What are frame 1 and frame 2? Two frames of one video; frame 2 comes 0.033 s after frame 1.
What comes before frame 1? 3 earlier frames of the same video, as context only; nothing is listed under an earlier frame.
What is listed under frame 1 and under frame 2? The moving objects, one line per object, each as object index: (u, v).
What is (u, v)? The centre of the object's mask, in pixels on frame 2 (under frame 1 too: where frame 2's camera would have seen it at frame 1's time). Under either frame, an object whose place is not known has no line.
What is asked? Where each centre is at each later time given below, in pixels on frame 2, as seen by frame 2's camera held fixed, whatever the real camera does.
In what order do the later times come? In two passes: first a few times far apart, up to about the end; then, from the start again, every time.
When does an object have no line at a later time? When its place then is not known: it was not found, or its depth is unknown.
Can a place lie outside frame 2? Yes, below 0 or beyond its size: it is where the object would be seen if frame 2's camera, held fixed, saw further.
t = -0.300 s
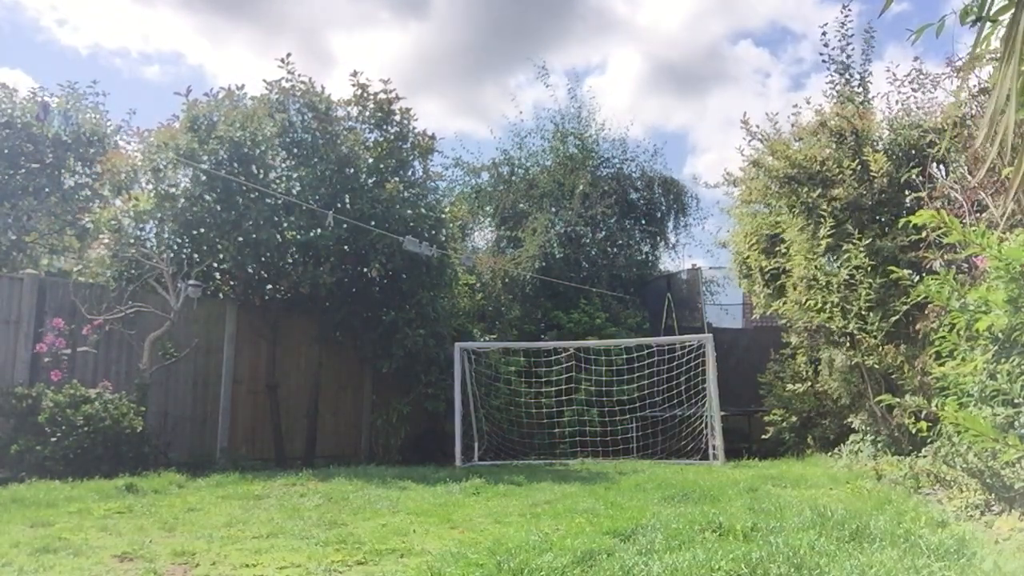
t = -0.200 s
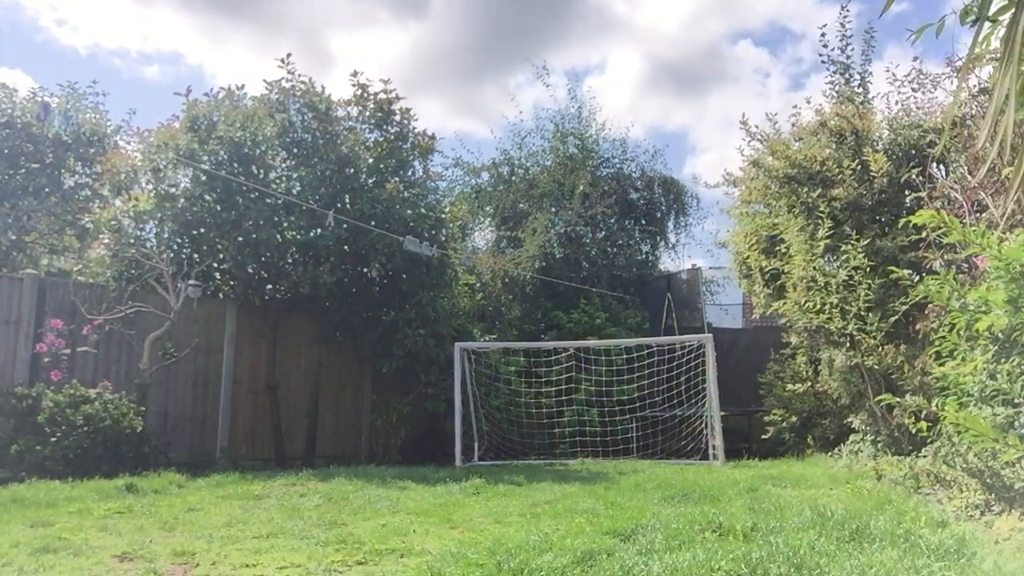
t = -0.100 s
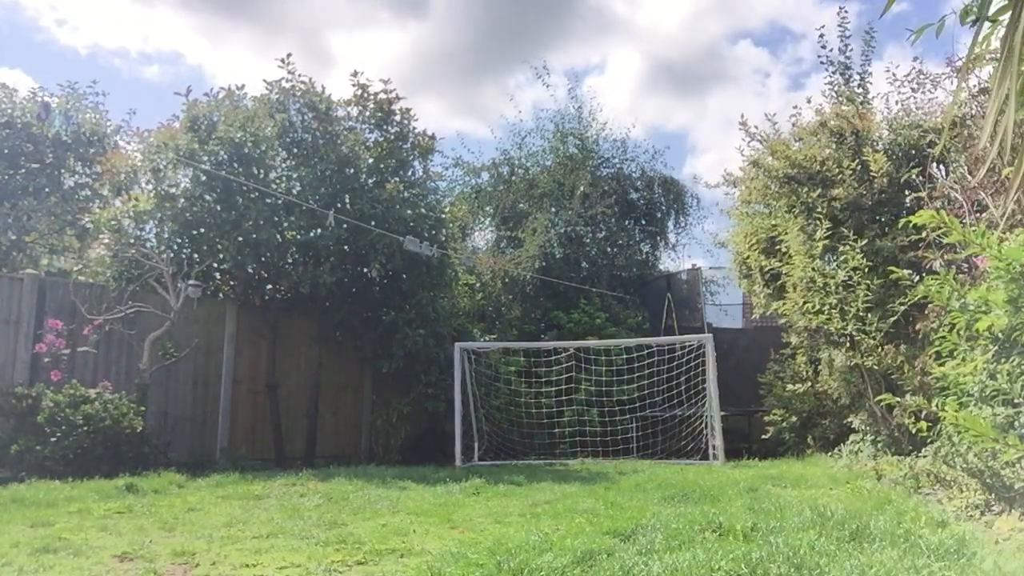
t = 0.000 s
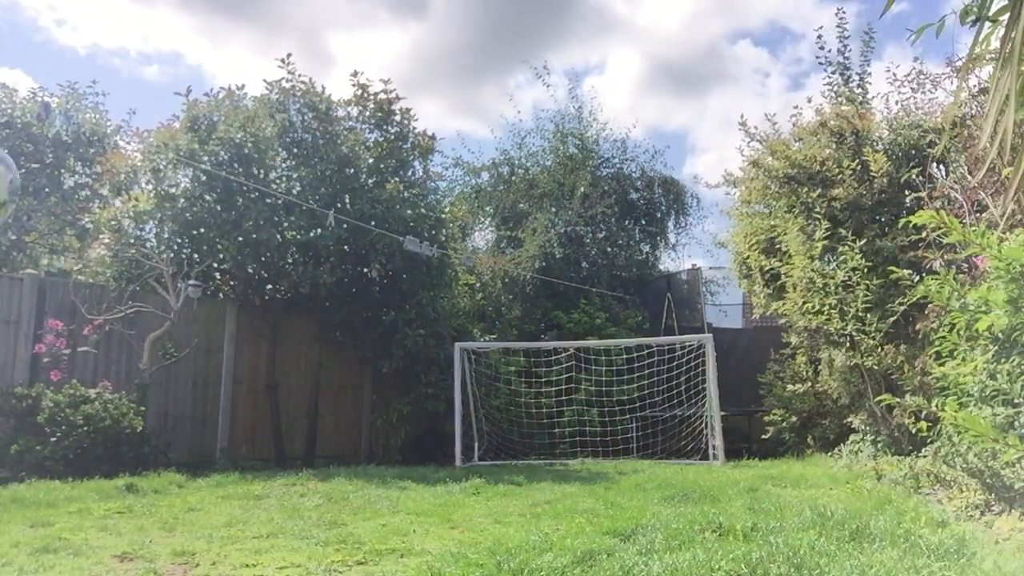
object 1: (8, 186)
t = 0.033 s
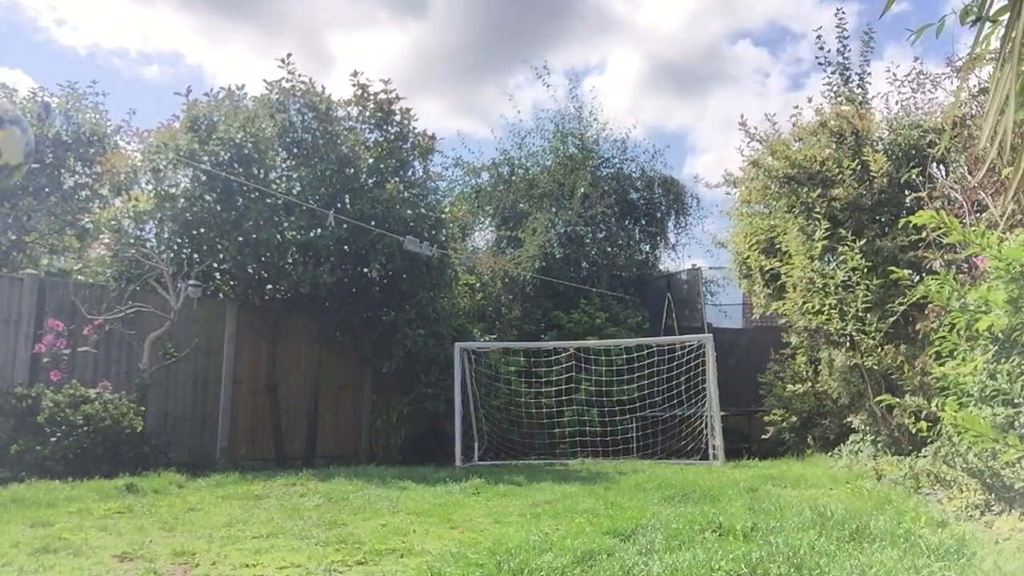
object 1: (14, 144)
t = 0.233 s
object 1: (52, 29)
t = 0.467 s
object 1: (97, 70)
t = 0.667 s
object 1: (116, 206)
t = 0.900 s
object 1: (124, 459)
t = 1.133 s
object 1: (137, 433)
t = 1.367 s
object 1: (143, 443)
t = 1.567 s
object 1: (146, 491)
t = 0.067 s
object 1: (20, 109)
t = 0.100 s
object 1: (25, 83)
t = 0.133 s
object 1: (31, 61)
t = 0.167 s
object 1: (36, 43)
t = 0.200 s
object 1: (43, 34)
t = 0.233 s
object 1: (52, 29)
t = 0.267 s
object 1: (60, 27)
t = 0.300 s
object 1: (68, 27)
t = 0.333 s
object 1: (75, 29)
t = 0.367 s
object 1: (81, 33)
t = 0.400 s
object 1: (87, 43)
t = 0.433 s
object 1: (92, 55)
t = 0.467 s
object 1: (97, 70)
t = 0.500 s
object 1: (102, 87)
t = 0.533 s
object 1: (106, 107)
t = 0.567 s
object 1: (109, 129)
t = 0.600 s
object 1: (112, 153)
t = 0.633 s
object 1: (114, 179)
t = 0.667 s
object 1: (116, 206)
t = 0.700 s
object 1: (119, 238)
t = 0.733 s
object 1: (120, 271)
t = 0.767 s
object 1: (122, 306)
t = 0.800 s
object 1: (123, 342)
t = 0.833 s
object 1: (124, 377)
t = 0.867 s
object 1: (124, 420)
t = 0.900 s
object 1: (124, 459)
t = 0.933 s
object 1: (123, 503)
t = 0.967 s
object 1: (126, 509)
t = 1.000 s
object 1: (128, 487)
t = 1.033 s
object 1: (131, 468)
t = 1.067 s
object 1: (133, 453)
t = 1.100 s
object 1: (135, 443)
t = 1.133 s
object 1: (137, 433)
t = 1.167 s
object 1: (139, 427)
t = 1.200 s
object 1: (140, 423)
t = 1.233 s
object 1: (141, 422)
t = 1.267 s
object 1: (142, 423)
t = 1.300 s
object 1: (142, 427)
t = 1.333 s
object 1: (143, 434)
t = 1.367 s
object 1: (143, 443)
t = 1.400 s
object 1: (144, 453)
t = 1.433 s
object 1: (143, 468)
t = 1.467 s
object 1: (143, 485)
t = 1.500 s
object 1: (143, 504)
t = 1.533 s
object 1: (144, 501)
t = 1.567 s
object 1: (146, 491)
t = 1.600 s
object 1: (147, 484)
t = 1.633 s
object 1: (147, 480)
